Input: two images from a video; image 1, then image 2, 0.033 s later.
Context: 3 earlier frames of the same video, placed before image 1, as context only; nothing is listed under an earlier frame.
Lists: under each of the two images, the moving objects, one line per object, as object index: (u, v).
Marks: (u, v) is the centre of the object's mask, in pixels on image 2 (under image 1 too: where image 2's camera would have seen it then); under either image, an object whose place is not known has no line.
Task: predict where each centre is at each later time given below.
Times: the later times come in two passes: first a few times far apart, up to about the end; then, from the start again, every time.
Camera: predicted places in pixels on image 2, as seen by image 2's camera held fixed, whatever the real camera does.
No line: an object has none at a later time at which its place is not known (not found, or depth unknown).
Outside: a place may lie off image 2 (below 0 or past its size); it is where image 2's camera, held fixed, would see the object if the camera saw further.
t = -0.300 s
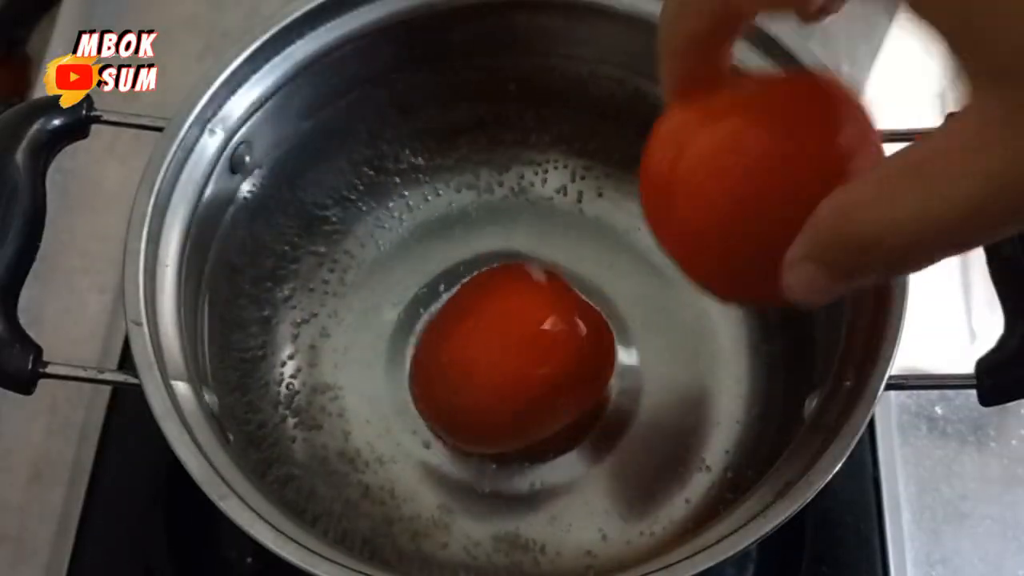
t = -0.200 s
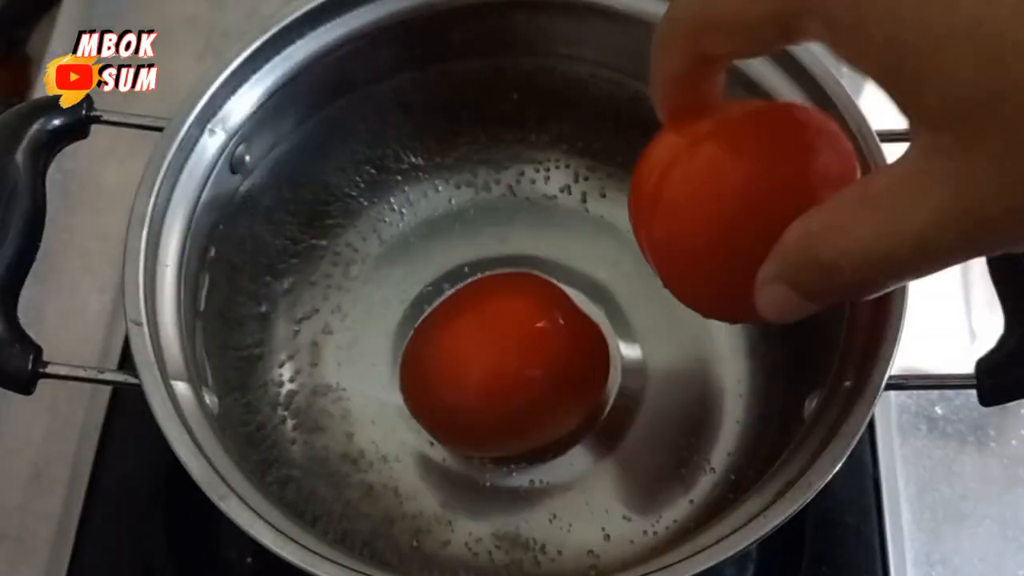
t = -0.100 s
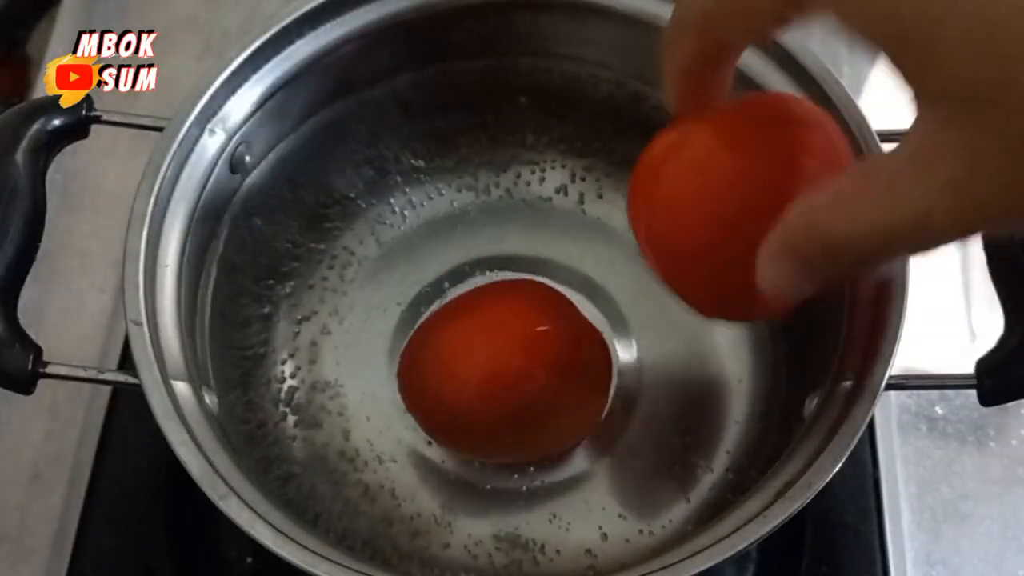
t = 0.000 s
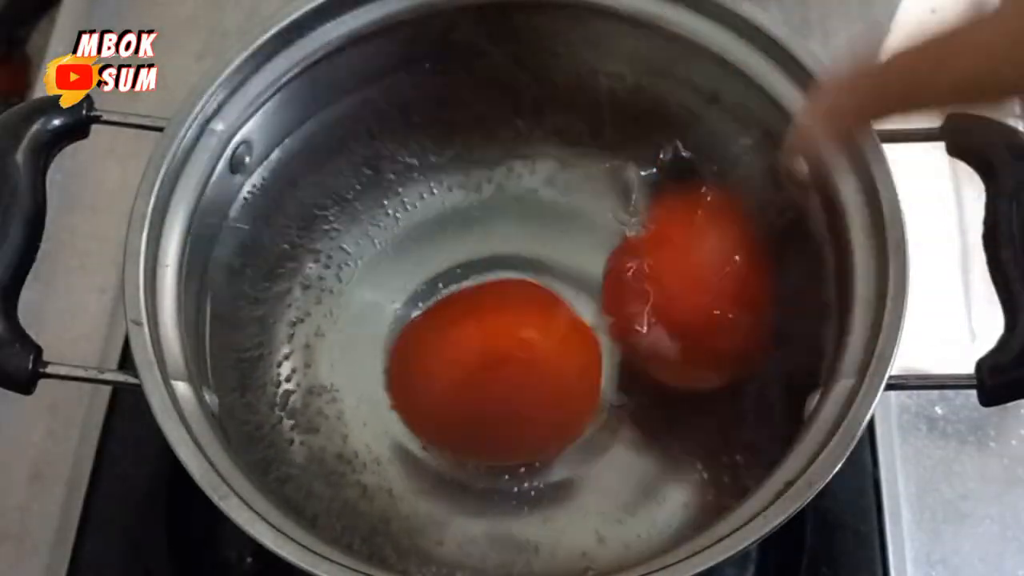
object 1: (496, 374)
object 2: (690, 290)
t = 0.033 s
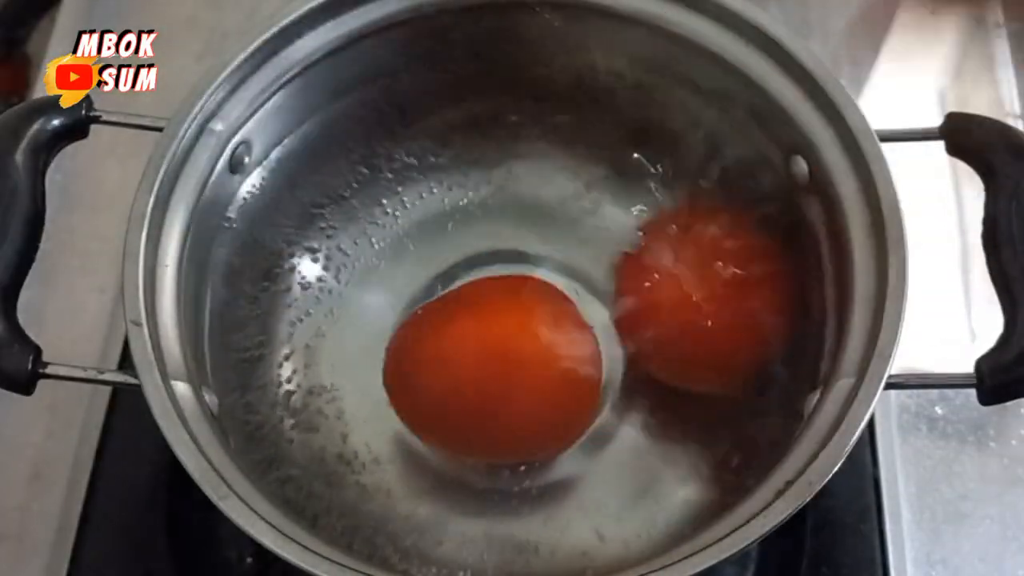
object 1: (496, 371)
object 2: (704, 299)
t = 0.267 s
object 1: (472, 367)
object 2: (696, 332)
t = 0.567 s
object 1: (466, 353)
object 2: (691, 347)
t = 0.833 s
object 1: (468, 341)
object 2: (696, 349)
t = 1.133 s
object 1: (445, 335)
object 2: (684, 372)
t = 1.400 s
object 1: (442, 326)
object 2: (687, 366)
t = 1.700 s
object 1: (449, 318)
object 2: (679, 380)
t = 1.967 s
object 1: (440, 311)
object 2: (671, 389)
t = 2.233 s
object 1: (441, 299)
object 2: (672, 386)
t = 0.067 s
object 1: (491, 371)
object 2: (708, 297)
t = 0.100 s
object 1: (483, 372)
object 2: (704, 304)
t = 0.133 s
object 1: (475, 374)
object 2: (706, 308)
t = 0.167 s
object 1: (476, 371)
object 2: (704, 311)
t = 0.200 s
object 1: (473, 376)
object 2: (700, 319)
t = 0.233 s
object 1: (472, 372)
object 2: (698, 326)
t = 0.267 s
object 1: (472, 367)
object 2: (696, 332)
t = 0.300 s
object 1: (480, 364)
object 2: (694, 336)
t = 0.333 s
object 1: (490, 360)
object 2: (695, 342)
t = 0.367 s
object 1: (495, 356)
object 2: (693, 348)
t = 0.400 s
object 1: (494, 356)
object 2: (693, 351)
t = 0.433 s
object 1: (487, 353)
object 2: (691, 348)
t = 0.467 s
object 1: (480, 352)
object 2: (691, 345)
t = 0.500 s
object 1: (473, 352)
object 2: (691, 344)
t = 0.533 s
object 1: (472, 353)
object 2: (691, 346)
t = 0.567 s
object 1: (466, 353)
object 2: (691, 347)
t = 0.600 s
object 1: (462, 350)
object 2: (686, 348)
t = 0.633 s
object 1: (461, 349)
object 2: (679, 347)
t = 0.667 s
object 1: (460, 354)
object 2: (682, 348)
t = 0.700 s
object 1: (461, 349)
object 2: (686, 348)
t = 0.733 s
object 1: (466, 347)
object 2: (689, 347)
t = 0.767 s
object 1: (470, 348)
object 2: (690, 346)
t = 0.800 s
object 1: (471, 345)
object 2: (693, 347)
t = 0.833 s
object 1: (468, 341)
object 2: (696, 349)
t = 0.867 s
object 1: (465, 340)
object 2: (695, 352)
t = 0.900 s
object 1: (463, 337)
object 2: (690, 355)
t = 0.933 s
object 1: (460, 338)
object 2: (685, 360)
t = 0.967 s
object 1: (455, 337)
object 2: (684, 365)
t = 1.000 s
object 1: (451, 338)
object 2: (682, 368)
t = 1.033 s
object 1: (446, 339)
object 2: (681, 370)
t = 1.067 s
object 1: (444, 337)
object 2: (681, 373)
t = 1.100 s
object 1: (444, 336)
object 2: (684, 375)
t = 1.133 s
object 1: (445, 335)
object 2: (684, 372)
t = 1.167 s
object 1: (448, 335)
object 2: (688, 370)
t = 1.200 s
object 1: (455, 335)
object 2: (690, 366)
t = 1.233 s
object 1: (459, 333)
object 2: (692, 363)
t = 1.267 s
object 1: (458, 329)
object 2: (693, 361)
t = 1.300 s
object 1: (455, 327)
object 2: (689, 363)
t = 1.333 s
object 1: (450, 326)
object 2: (688, 363)
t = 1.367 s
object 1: (445, 326)
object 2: (689, 365)
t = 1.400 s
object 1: (442, 326)
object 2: (687, 366)
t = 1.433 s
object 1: (440, 326)
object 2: (684, 369)
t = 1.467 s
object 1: (440, 326)
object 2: (682, 372)
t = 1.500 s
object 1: (440, 328)
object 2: (679, 375)
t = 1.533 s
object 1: (441, 329)
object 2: (677, 378)
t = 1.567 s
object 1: (444, 327)
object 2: (679, 381)
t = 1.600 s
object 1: (448, 324)
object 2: (680, 383)
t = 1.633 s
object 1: (451, 322)
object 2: (681, 381)
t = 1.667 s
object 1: (452, 320)
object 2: (680, 381)
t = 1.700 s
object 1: (449, 318)
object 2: (679, 380)
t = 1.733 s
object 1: (447, 316)
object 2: (678, 381)
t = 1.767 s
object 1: (444, 313)
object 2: (675, 382)
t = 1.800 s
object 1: (441, 311)
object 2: (676, 383)
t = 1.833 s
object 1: (438, 311)
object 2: (667, 388)
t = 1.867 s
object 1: (436, 312)
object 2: (666, 389)
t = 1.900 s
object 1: (436, 312)
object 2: (667, 389)
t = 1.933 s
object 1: (437, 312)
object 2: (669, 391)
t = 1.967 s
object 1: (440, 311)
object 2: (671, 389)
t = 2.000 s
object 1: (441, 311)
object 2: (674, 387)
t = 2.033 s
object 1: (442, 309)
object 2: (678, 384)
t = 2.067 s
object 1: (445, 307)
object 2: (684, 379)
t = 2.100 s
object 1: (447, 305)
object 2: (681, 377)
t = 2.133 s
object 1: (447, 302)
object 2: (678, 378)
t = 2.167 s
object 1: (446, 300)
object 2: (676, 380)
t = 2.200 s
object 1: (443, 299)
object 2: (673, 383)
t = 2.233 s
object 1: (441, 299)
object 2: (672, 386)
